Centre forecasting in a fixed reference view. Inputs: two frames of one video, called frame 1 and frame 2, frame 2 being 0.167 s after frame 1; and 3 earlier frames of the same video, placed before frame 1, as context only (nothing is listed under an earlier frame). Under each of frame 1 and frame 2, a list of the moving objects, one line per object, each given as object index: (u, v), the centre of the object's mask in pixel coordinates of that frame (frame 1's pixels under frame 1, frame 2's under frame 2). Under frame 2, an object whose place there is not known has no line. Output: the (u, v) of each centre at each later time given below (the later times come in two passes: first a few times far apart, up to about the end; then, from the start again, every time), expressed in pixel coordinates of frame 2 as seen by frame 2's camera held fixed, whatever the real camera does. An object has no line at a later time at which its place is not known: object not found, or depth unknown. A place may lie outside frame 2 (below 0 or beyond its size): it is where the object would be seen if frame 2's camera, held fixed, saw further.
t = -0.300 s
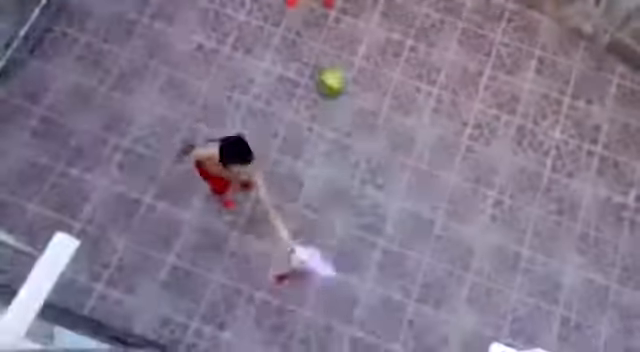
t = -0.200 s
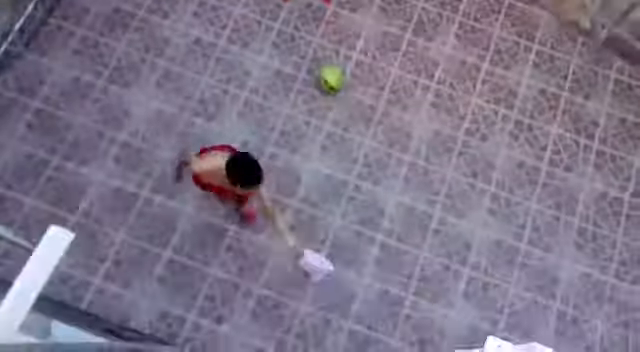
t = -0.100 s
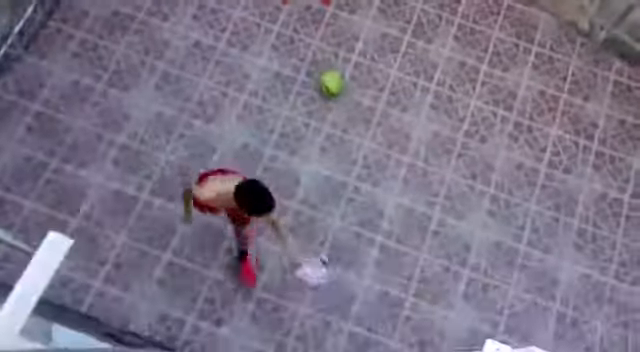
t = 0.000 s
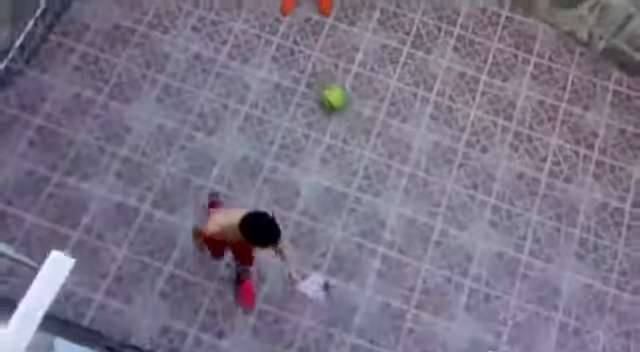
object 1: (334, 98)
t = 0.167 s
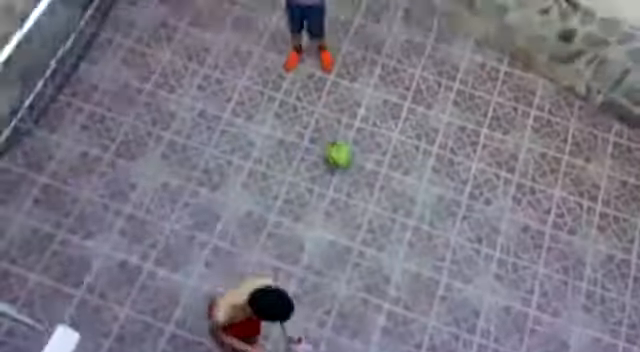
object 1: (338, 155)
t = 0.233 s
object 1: (339, 157)
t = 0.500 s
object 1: (345, 164)
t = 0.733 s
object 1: (351, 173)
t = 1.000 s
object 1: (356, 181)
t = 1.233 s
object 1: (367, 191)
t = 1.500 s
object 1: (373, 197)
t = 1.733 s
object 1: (383, 207)
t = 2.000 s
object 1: (389, 216)
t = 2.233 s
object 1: (397, 228)
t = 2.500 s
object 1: (405, 239)
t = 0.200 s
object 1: (338, 156)
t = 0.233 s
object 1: (339, 157)
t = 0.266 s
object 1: (340, 159)
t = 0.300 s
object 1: (340, 158)
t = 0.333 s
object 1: (341, 160)
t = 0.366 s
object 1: (342, 161)
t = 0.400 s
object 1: (342, 161)
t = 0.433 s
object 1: (343, 162)
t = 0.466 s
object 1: (344, 163)
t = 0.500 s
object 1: (345, 164)
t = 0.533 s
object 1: (345, 165)
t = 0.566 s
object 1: (347, 167)
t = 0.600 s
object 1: (349, 169)
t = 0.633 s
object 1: (350, 169)
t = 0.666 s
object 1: (350, 171)
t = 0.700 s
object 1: (351, 172)
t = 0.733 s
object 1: (351, 173)
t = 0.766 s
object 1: (351, 174)
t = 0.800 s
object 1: (352, 177)
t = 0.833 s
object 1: (352, 177)
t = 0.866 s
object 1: (353, 179)
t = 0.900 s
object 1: (353, 179)
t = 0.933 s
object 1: (354, 180)
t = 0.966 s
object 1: (356, 181)
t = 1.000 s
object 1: (356, 181)
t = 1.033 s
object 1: (358, 183)
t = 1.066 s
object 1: (358, 184)
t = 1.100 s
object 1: (358, 185)
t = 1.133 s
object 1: (362, 188)
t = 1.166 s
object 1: (364, 190)
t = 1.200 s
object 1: (365, 191)
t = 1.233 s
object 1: (367, 191)
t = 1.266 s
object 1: (368, 192)
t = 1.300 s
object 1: (370, 193)
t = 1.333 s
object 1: (370, 194)
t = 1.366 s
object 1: (371, 195)
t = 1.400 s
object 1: (372, 195)
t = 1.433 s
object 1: (372, 196)
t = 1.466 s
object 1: (372, 196)
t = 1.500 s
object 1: (373, 197)
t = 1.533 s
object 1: (375, 199)
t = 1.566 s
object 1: (376, 199)
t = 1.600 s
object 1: (376, 200)
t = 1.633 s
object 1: (376, 201)
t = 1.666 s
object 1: (379, 202)
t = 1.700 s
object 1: (382, 206)
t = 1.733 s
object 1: (383, 207)
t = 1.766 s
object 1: (384, 208)
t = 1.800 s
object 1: (385, 210)
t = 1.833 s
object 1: (385, 210)
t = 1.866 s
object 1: (387, 212)
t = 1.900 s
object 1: (387, 213)
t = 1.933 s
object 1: (387, 214)
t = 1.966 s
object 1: (388, 215)
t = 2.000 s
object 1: (389, 216)
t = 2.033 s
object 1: (390, 216)
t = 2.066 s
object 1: (390, 216)
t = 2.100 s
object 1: (391, 218)
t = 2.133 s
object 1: (392, 220)
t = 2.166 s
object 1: (393, 224)
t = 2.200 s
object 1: (397, 227)
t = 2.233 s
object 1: (397, 228)
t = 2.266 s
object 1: (398, 229)
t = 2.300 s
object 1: (399, 231)
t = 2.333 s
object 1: (400, 232)
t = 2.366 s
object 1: (401, 234)
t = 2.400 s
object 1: (403, 236)
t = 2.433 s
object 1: (404, 236)
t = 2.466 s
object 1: (404, 238)
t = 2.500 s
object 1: (405, 239)
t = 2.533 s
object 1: (407, 243)
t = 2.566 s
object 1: (408, 244)
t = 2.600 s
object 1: (410, 247)
